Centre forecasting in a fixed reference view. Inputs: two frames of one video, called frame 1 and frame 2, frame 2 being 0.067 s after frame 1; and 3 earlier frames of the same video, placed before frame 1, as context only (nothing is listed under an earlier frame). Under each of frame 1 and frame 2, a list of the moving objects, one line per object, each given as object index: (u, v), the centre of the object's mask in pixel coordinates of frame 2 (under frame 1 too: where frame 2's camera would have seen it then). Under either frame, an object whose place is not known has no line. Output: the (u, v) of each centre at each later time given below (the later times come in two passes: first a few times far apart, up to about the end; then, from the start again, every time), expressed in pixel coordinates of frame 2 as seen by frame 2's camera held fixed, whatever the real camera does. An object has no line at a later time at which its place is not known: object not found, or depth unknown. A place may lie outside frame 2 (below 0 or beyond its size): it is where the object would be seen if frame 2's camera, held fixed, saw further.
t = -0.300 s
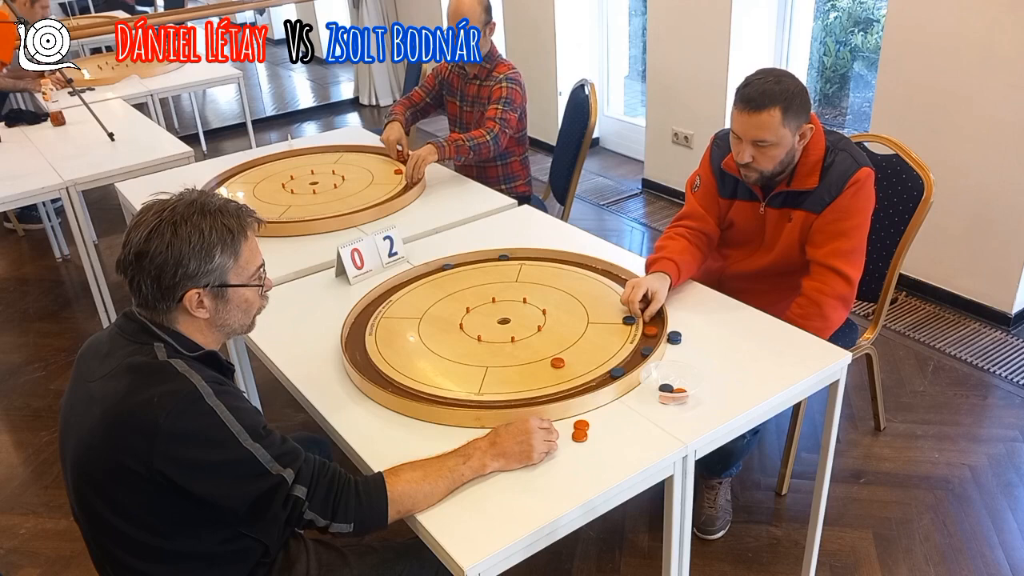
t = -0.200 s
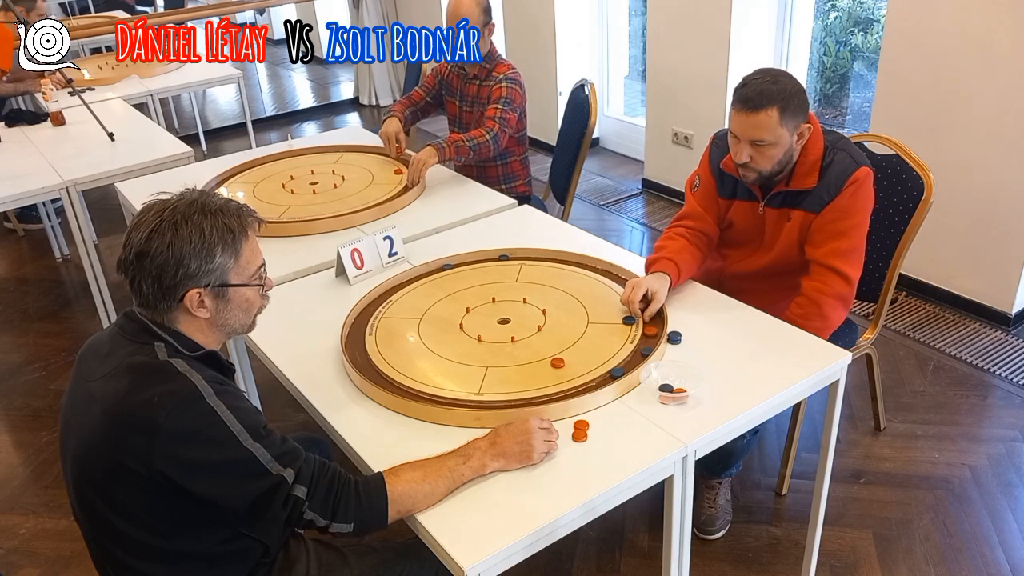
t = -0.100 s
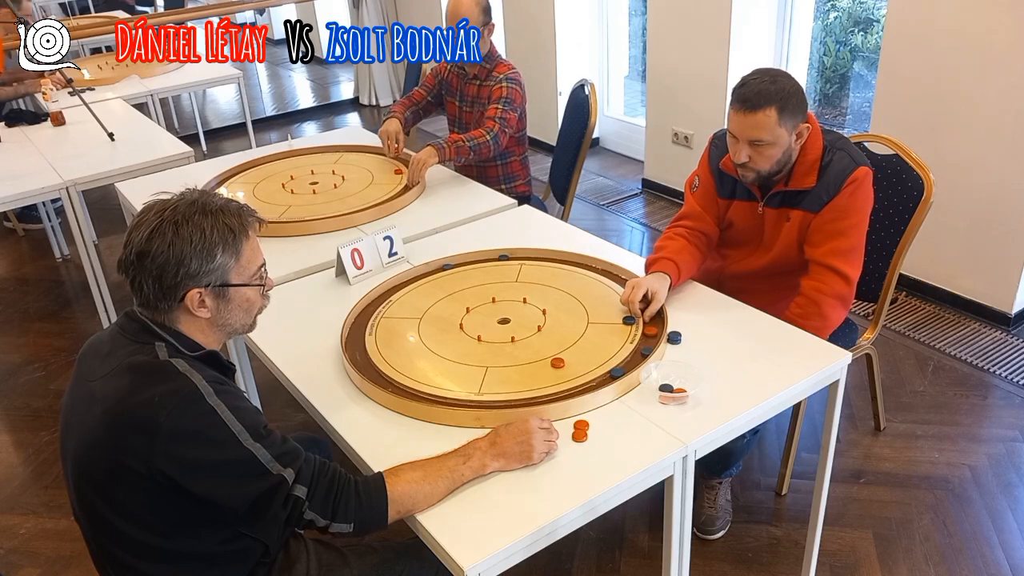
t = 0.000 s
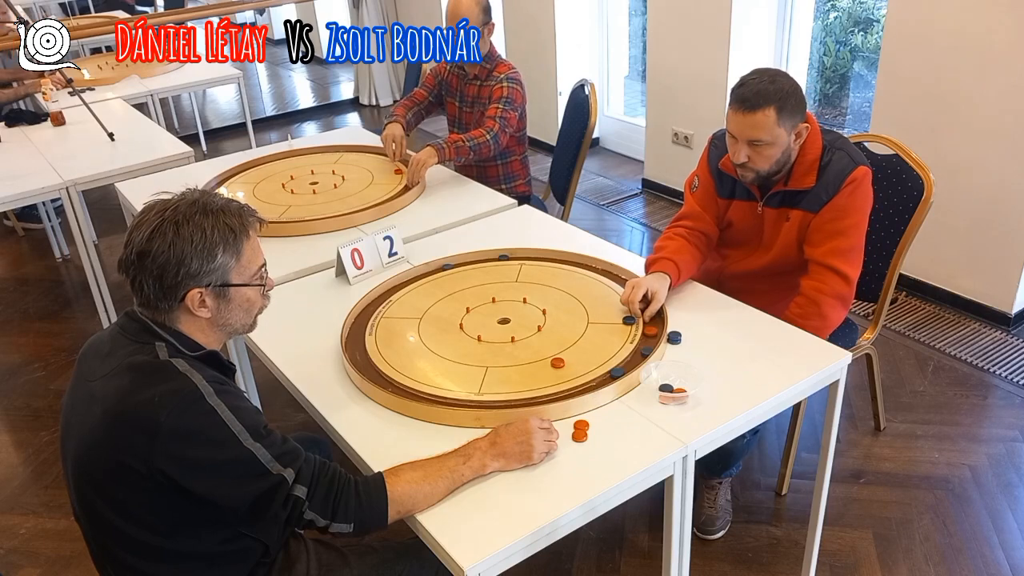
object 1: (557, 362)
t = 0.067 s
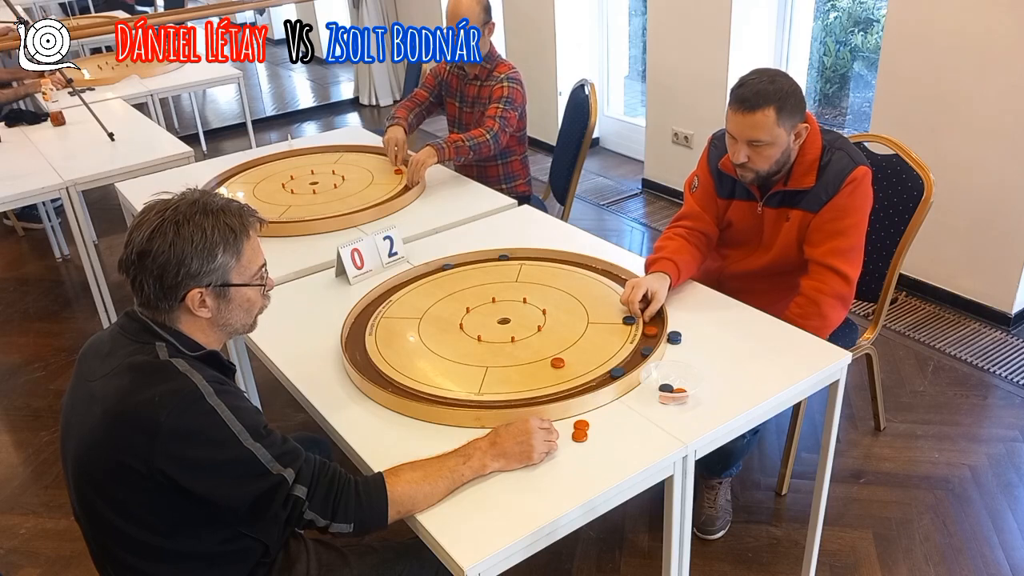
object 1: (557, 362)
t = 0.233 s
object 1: (557, 362)
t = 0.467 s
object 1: (557, 362)
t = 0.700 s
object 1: (555, 365)
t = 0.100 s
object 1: (557, 362)
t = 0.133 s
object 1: (557, 362)
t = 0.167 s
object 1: (557, 362)
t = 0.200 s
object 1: (557, 362)
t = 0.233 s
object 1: (557, 362)
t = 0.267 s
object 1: (557, 362)
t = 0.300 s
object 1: (557, 362)
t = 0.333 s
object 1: (557, 362)
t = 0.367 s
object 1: (557, 362)
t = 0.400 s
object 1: (557, 362)
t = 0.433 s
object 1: (557, 362)
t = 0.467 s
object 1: (557, 362)
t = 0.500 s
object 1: (557, 362)
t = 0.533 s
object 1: (557, 362)
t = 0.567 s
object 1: (557, 362)
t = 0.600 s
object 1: (557, 362)
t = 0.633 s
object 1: (557, 362)
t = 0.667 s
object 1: (557, 362)
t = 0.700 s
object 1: (555, 365)
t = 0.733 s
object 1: (548, 373)
